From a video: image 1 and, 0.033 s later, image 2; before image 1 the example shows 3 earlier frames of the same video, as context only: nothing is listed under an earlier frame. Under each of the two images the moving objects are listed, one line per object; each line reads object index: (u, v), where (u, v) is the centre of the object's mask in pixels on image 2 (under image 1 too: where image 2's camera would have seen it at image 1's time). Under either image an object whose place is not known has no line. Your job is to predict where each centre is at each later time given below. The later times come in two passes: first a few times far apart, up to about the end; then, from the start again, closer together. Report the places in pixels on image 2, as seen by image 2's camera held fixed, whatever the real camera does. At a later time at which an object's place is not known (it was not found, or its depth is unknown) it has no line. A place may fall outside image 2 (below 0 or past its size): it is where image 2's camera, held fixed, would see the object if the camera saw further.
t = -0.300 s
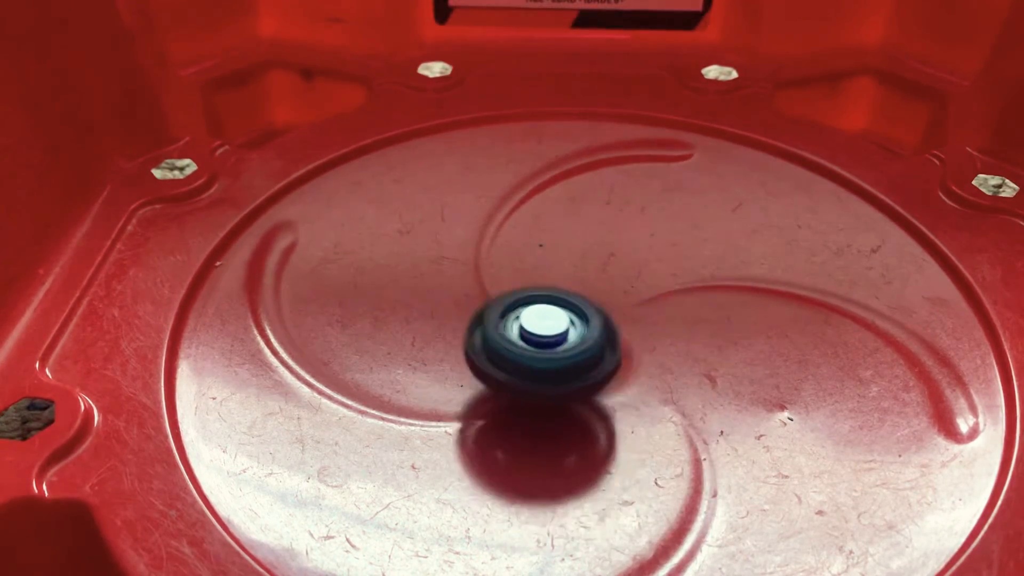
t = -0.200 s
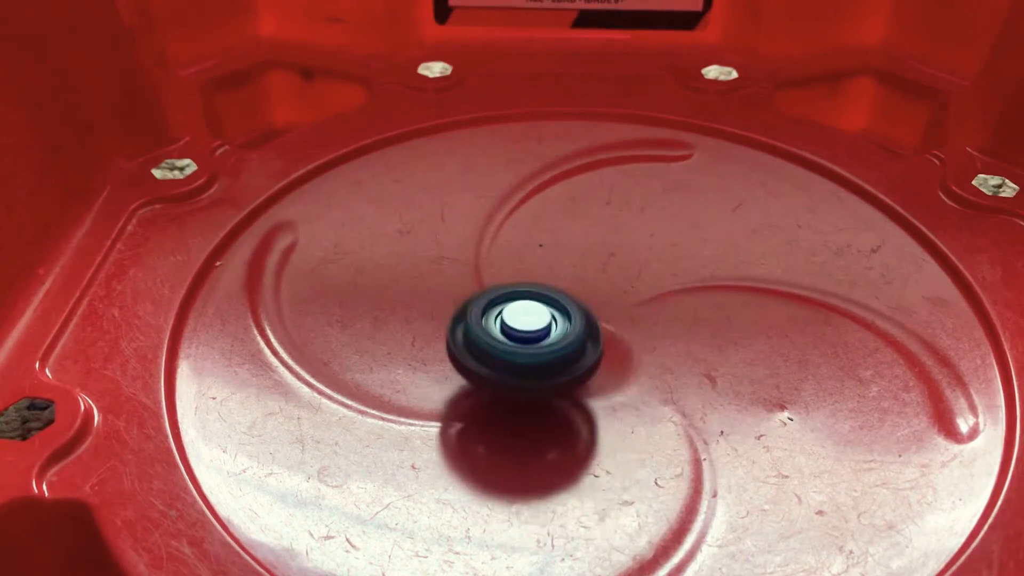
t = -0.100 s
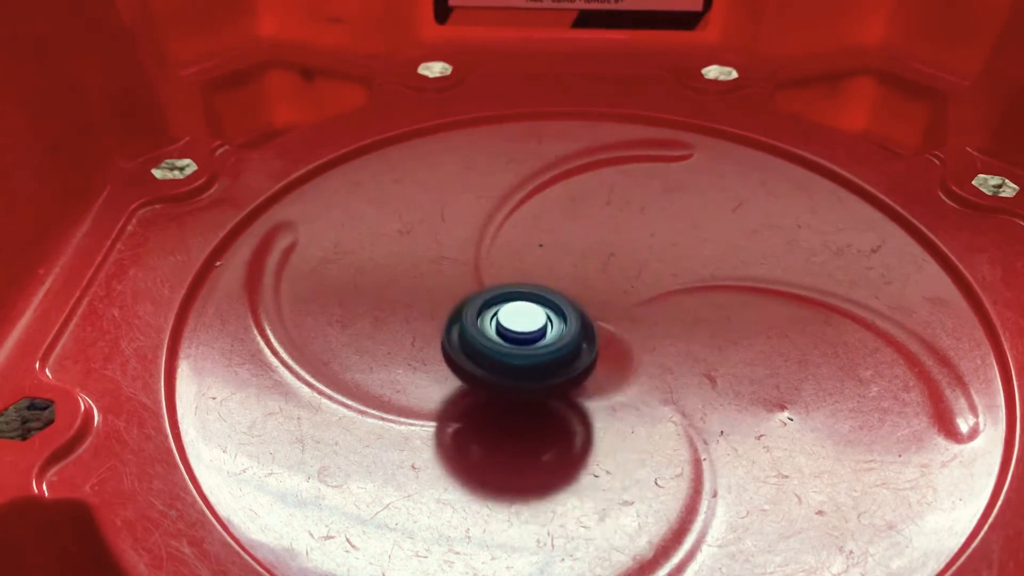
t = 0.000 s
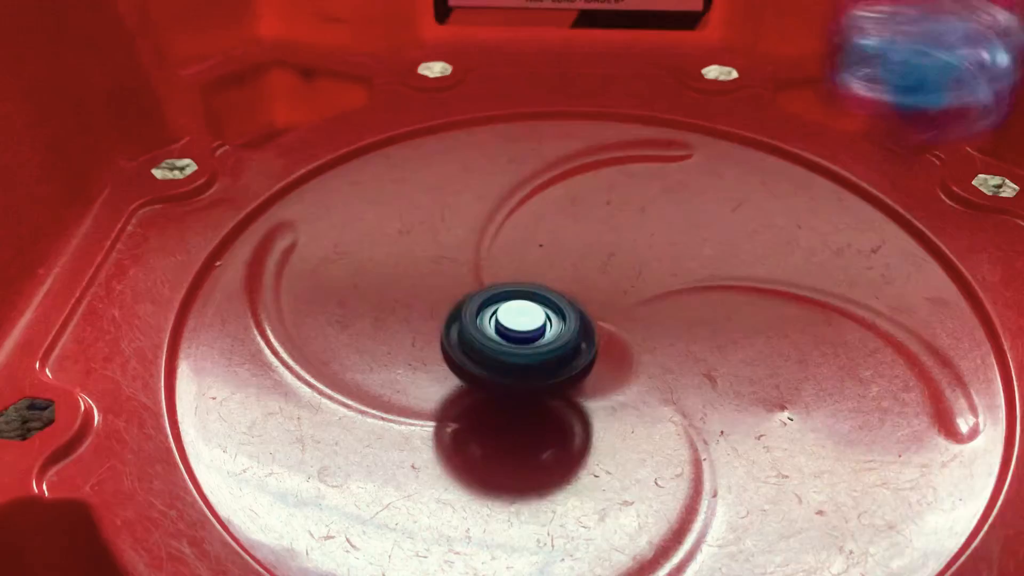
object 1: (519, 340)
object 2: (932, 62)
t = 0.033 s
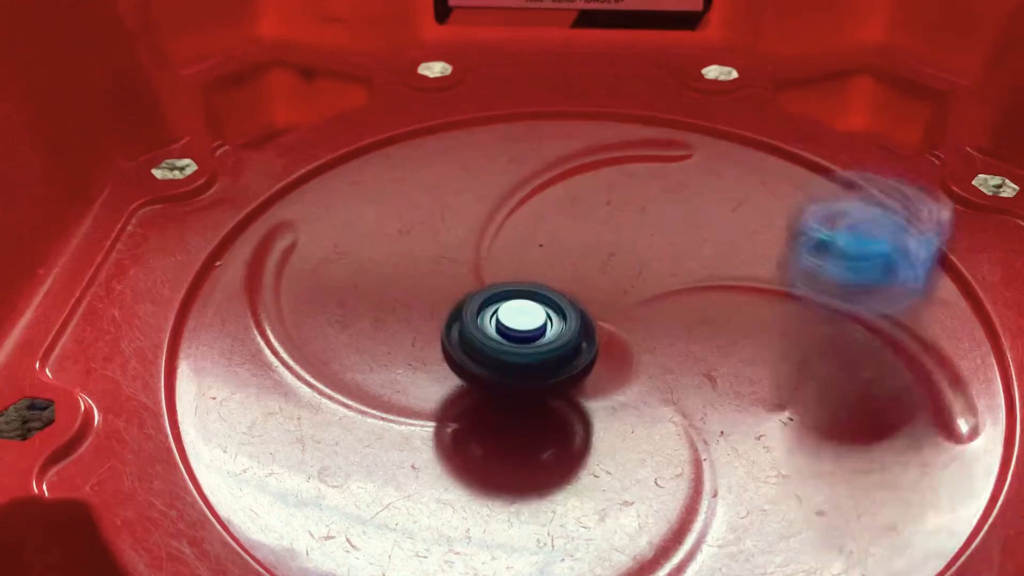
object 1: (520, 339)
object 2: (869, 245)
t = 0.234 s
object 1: (539, 330)
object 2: (528, 64)
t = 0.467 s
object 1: (513, 311)
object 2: (140, 145)
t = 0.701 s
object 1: (523, 297)
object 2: (460, 506)
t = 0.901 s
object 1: (523, 293)
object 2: (972, 320)
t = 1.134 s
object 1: (548, 280)
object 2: (410, 109)
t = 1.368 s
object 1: (543, 271)
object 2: (590, 556)
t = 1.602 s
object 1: (558, 283)
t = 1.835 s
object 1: (604, 265)
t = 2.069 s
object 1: (582, 261)
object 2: (970, 324)
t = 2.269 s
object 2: (494, 96)
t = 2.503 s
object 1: (646, 294)
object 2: (376, 535)
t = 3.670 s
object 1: (624, 344)
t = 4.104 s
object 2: (426, 95)
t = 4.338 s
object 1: (587, 356)
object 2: (505, 553)
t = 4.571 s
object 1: (545, 348)
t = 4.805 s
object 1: (549, 359)
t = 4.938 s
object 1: (539, 343)
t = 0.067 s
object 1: (517, 333)
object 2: (811, 199)
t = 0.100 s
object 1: (523, 325)
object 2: (755, 108)
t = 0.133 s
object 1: (529, 331)
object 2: (697, 39)
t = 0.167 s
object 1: (539, 326)
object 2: (640, 17)
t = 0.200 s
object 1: (542, 331)
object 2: (581, 23)
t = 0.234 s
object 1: (539, 330)
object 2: (528, 64)
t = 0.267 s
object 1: (530, 328)
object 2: (482, 74)
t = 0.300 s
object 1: (519, 319)
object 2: (432, 51)
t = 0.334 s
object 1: (514, 316)
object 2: (376, 51)
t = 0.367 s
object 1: (512, 314)
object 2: (323, 84)
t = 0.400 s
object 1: (511, 313)
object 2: (266, 128)
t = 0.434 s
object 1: (509, 312)
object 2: (188, 132)
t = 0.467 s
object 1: (513, 311)
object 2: (140, 145)
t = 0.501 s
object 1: (523, 308)
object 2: (163, 170)
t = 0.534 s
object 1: (523, 307)
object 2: (189, 220)
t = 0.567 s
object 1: (523, 305)
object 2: (200, 263)
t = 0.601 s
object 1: (522, 303)
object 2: (225, 327)
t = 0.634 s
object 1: (523, 301)
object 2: (275, 392)
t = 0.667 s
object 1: (523, 299)
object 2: (354, 453)
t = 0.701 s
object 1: (523, 297)
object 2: (460, 506)
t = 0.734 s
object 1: (524, 294)
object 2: (597, 529)
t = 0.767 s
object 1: (523, 293)
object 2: (734, 524)
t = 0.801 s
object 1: (522, 292)
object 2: (867, 518)
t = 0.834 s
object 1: (522, 292)
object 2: (960, 476)
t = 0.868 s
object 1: (521, 292)
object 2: (976, 398)
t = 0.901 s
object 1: (523, 293)
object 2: (972, 320)
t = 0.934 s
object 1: (525, 293)
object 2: (961, 250)
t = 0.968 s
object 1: (526, 293)
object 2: (914, 183)
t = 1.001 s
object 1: (527, 293)
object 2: (824, 138)
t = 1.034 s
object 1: (531, 291)
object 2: (719, 105)
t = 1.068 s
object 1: (536, 289)
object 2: (618, 84)
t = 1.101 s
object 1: (542, 284)
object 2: (510, 83)
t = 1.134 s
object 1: (548, 280)
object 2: (410, 109)
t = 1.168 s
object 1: (551, 276)
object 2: (313, 140)
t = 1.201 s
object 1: (551, 275)
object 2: (237, 197)
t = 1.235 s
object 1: (550, 274)
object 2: (189, 276)
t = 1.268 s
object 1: (548, 273)
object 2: (178, 373)
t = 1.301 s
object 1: (547, 272)
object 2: (260, 480)
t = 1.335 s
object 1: (545, 272)
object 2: (406, 540)
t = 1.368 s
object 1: (543, 271)
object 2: (590, 556)
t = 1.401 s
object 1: (542, 272)
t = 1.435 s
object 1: (541, 274)
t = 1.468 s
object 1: (541, 278)
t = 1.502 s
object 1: (541, 281)
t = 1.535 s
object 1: (543, 284)
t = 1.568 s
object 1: (550, 284)
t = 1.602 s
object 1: (558, 283)
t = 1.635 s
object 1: (571, 279)
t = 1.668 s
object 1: (585, 279)
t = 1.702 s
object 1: (596, 276)
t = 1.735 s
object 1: (601, 274)
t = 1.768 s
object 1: (603, 272)
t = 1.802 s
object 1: (604, 268)
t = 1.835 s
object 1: (604, 265)
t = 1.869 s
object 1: (603, 262)
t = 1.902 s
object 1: (601, 259)
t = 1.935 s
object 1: (598, 256)
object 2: (580, 554)
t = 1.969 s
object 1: (594, 256)
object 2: (772, 548)
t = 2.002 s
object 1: (589, 257)
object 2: (921, 518)
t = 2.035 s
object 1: (586, 259)
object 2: (972, 419)
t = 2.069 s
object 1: (582, 261)
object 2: (970, 324)
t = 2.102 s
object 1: (579, 265)
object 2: (956, 235)
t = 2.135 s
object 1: (577, 269)
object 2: (891, 171)
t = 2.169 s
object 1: (575, 275)
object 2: (790, 128)
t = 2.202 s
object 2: (700, 94)
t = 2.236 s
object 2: (596, 87)
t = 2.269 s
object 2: (494, 96)
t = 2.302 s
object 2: (398, 110)
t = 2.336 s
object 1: (633, 294)
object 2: (310, 140)
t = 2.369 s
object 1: (640, 296)
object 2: (239, 198)
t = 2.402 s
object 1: (644, 297)
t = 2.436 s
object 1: (645, 296)
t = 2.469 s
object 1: (646, 295)
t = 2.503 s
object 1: (646, 294)
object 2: (376, 535)
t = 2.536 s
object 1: (645, 292)
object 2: (554, 557)
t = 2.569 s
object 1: (645, 291)
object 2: (736, 553)
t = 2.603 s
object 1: (644, 290)
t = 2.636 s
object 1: (641, 289)
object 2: (971, 419)
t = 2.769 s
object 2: (775, 116)
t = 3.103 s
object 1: (643, 317)
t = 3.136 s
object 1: (643, 320)
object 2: (613, 558)
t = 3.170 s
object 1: (642, 323)
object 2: (809, 545)
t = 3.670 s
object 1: (624, 344)
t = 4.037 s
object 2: (625, 83)
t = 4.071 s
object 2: (524, 82)
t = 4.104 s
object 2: (426, 95)
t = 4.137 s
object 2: (335, 126)
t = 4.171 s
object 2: (246, 185)
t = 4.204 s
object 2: (187, 250)
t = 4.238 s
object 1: (586, 358)
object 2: (178, 340)
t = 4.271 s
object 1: (586, 358)
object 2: (220, 461)
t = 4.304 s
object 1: (587, 357)
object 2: (340, 528)
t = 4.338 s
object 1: (587, 356)
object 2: (505, 553)
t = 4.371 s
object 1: (586, 356)
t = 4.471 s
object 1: (570, 349)
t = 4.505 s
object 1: (559, 349)
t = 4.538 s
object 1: (550, 348)
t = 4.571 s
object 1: (545, 348)
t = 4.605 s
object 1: (544, 348)
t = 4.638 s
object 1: (544, 349)
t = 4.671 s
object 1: (544, 349)
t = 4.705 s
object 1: (546, 349)
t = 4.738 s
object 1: (547, 349)
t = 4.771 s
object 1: (548, 355)
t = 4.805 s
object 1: (549, 359)
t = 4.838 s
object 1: (552, 356)
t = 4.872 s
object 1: (554, 352)
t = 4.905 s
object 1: (548, 347)
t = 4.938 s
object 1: (539, 343)
